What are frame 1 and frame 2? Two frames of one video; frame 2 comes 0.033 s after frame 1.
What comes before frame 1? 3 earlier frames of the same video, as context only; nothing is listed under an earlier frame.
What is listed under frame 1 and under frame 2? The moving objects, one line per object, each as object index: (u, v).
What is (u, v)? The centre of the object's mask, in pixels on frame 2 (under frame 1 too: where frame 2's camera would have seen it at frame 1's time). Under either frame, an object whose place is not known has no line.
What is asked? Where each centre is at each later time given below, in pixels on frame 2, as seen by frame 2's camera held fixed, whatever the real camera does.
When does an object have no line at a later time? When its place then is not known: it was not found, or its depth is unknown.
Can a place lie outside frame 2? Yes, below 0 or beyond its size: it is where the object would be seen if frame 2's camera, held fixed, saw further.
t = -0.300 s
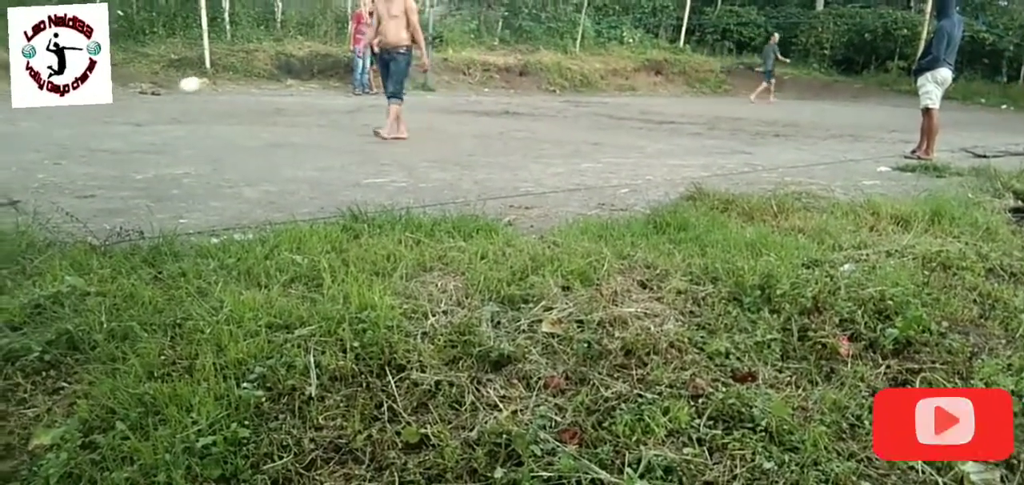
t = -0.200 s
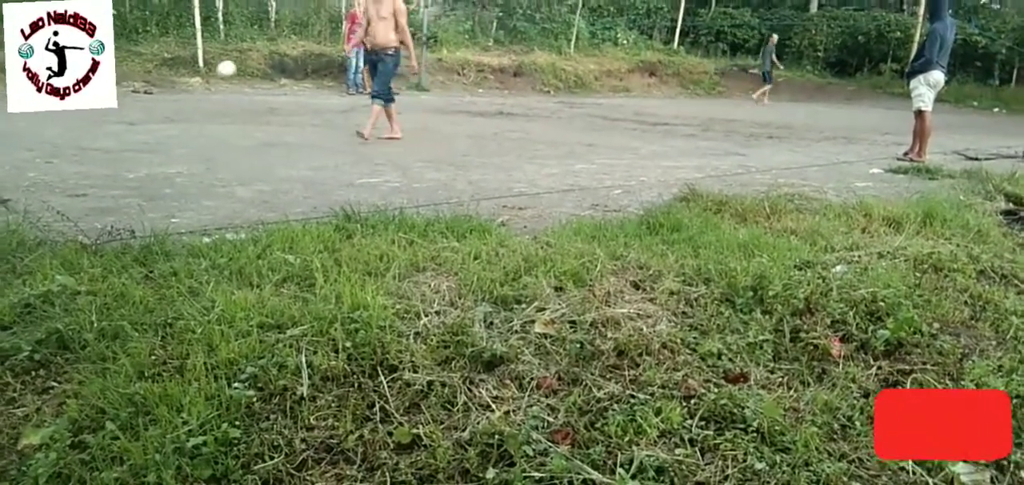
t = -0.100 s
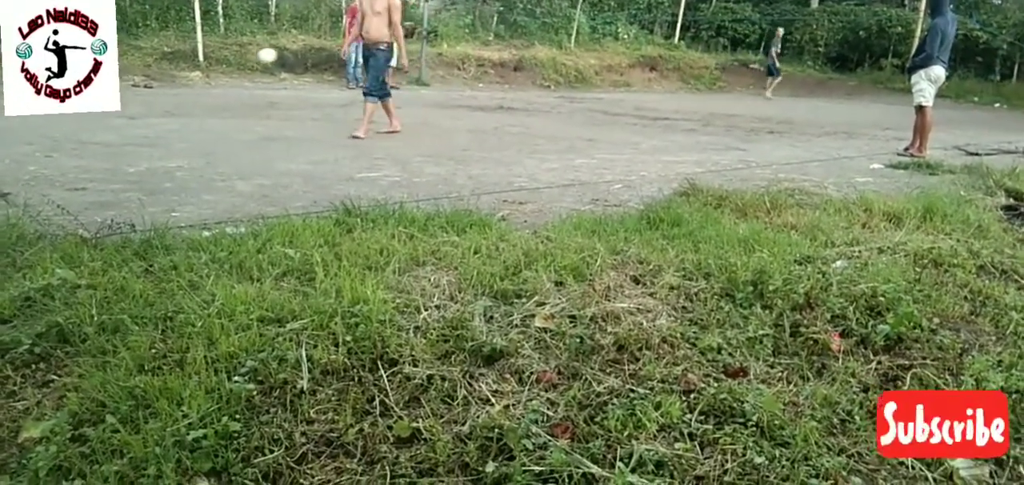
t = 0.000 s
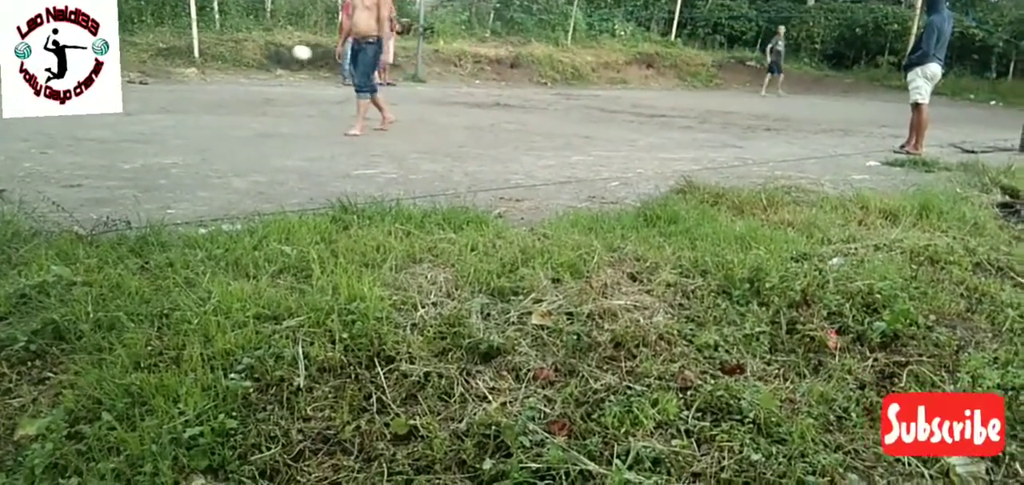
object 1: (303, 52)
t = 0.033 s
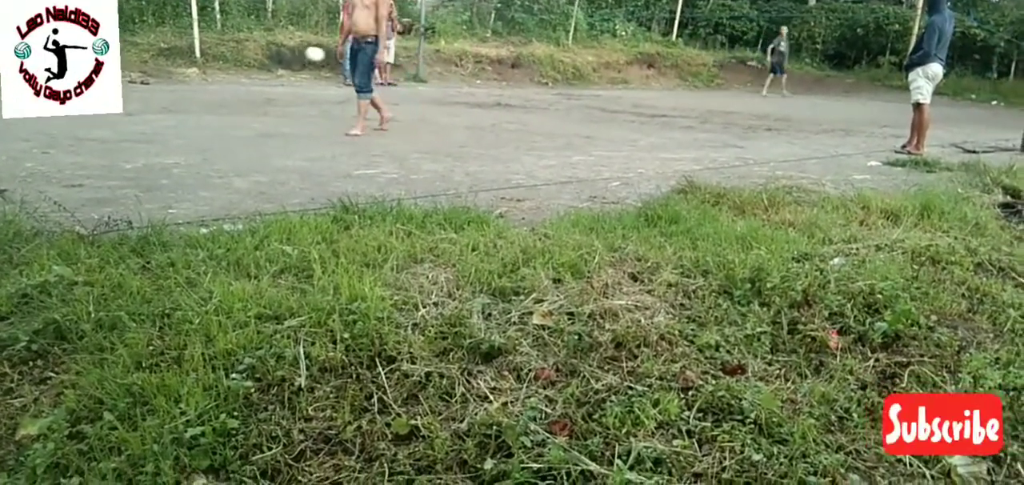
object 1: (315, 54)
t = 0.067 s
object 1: (327, 56)
